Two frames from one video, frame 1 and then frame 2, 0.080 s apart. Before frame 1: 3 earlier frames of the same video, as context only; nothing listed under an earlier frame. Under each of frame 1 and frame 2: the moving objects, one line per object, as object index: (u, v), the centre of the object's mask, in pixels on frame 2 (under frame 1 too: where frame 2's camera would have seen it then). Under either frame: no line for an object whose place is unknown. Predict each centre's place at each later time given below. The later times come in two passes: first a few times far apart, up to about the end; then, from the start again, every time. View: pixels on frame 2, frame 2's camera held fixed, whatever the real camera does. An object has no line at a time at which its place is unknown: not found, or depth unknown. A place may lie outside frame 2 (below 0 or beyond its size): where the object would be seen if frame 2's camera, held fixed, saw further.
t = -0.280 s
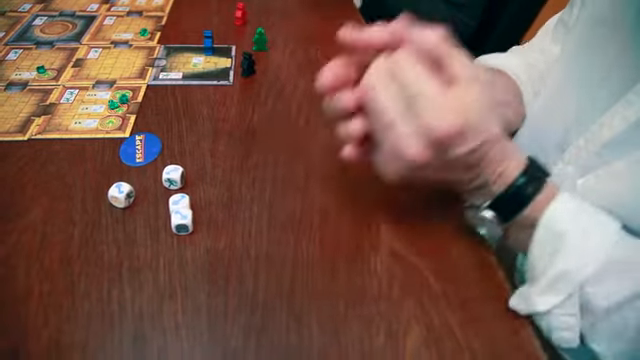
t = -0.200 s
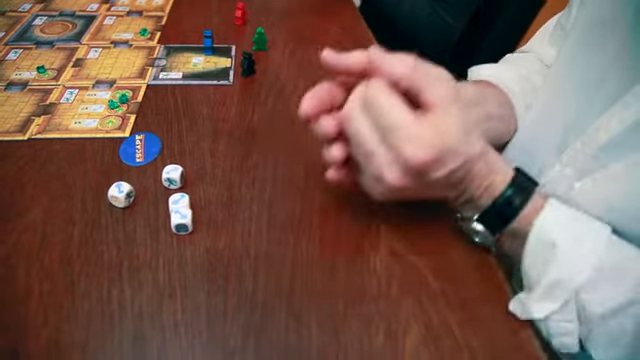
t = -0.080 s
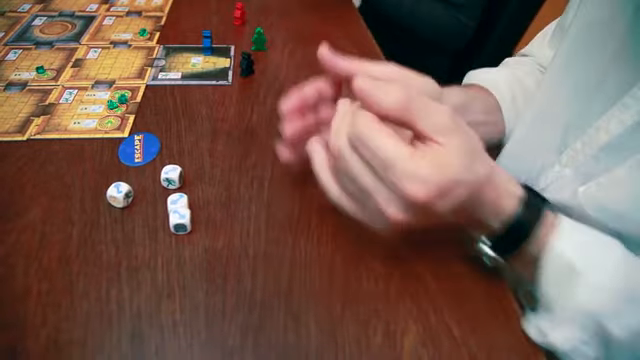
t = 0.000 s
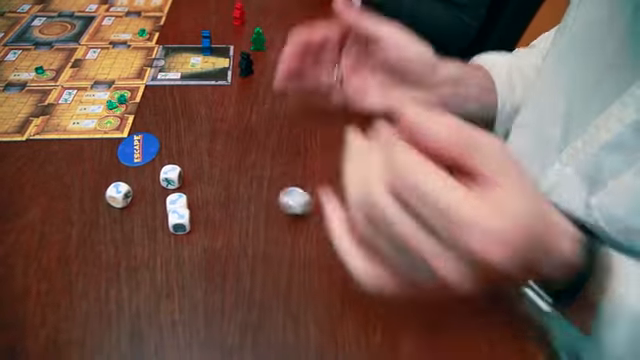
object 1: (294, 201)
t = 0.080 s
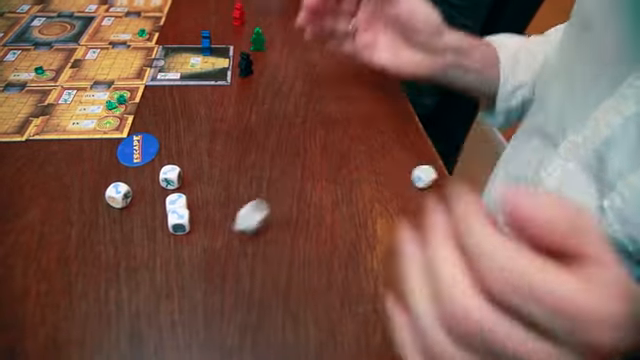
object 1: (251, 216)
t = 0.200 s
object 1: (182, 239)
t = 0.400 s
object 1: (96, 257)
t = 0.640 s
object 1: (41, 277)
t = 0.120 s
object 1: (227, 229)
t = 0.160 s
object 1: (205, 231)
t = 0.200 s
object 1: (182, 239)
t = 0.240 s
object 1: (163, 244)
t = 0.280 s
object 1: (144, 247)
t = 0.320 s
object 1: (127, 249)
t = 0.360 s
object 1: (109, 254)
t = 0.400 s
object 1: (96, 257)
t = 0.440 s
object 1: (87, 260)
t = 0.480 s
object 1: (78, 265)
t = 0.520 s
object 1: (67, 269)
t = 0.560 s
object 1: (56, 272)
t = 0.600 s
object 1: (50, 274)
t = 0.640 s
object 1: (41, 277)
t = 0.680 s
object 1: (30, 280)
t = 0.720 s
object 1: (22, 281)
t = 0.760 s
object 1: (13, 286)
